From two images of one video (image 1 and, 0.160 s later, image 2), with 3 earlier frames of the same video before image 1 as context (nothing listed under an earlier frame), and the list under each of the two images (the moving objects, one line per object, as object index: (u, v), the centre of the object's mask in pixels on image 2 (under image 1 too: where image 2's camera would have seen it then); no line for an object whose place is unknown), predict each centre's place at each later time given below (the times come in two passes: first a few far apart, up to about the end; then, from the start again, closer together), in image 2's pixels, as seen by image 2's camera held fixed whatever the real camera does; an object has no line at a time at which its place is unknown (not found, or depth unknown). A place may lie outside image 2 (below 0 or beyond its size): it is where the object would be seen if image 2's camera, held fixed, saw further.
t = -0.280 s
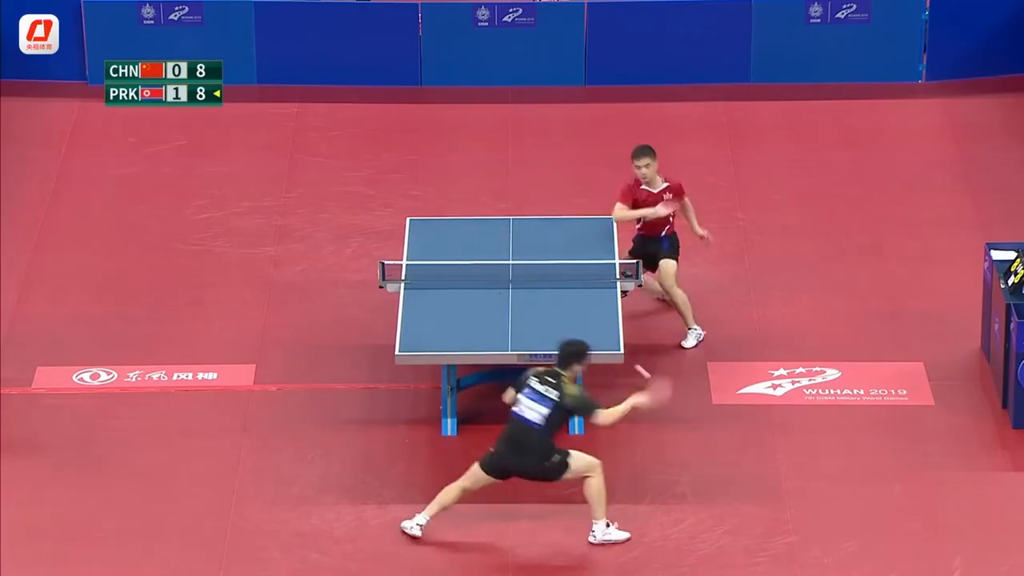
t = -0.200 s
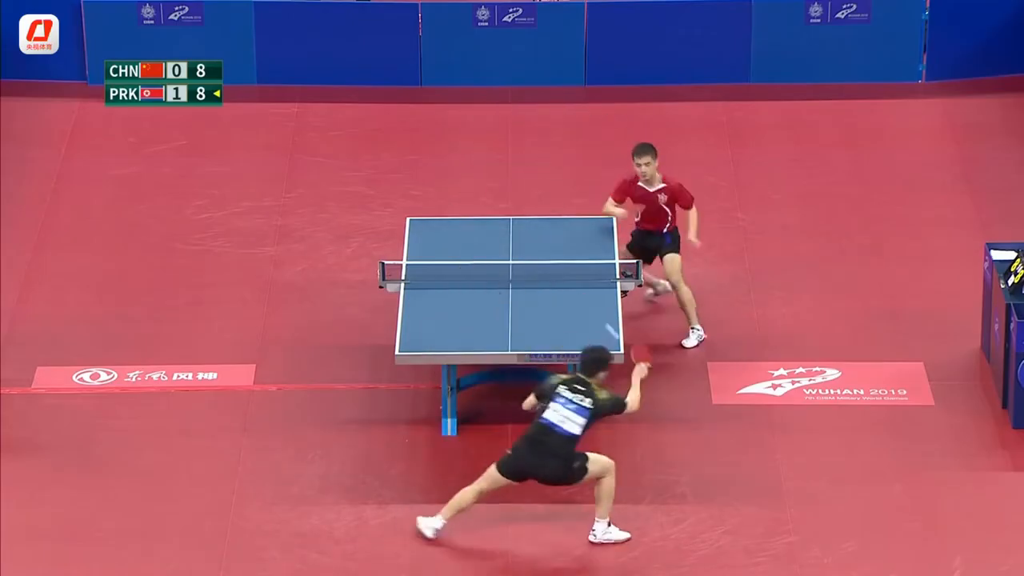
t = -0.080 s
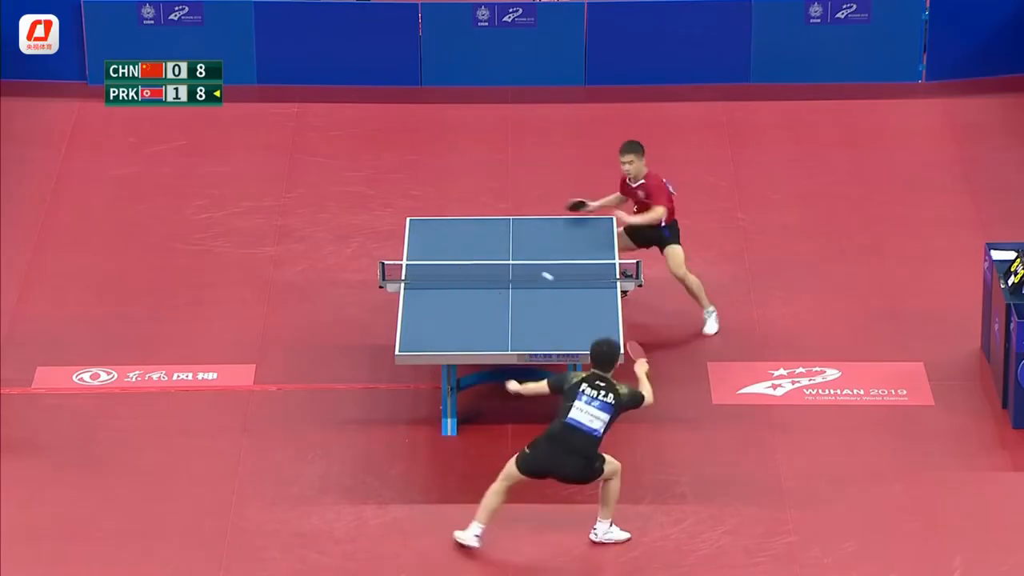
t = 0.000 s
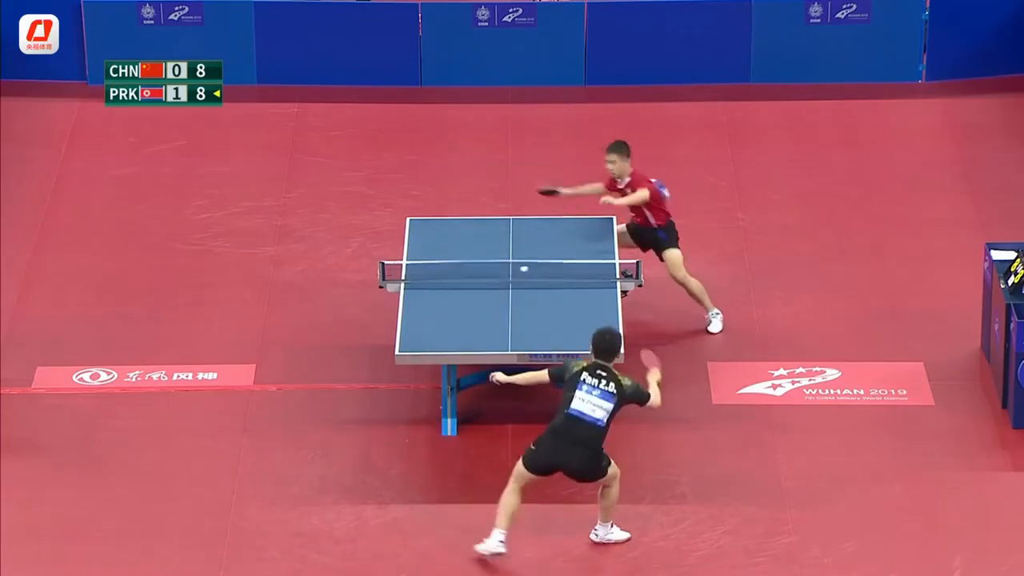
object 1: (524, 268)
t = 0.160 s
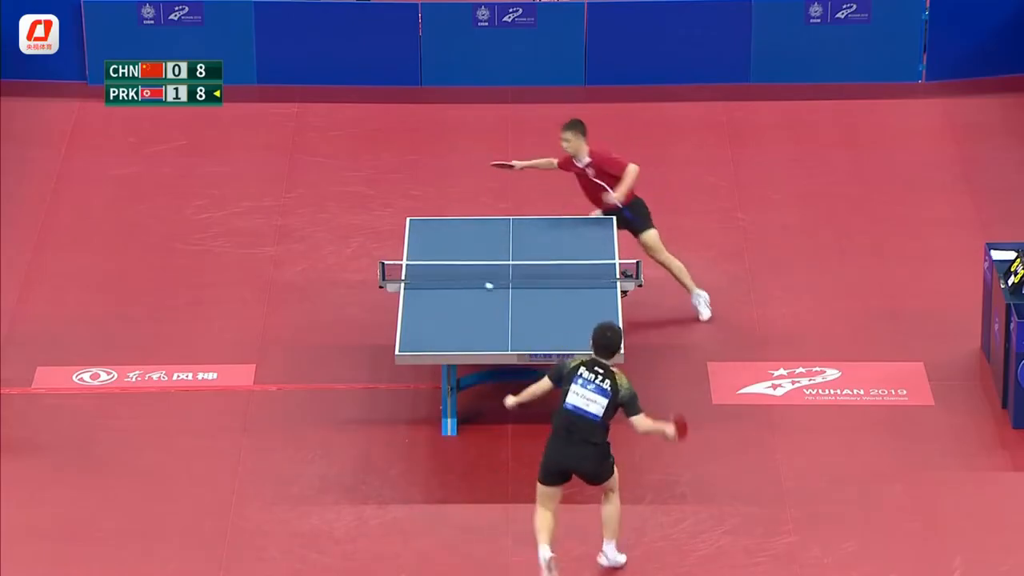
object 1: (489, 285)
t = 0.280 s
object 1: (462, 279)
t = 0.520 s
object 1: (409, 279)
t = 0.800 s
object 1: (352, 332)
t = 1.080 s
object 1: (299, 374)
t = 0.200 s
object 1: (480, 281)
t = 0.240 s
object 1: (471, 279)
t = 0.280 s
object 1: (462, 279)
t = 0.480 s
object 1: (417, 280)
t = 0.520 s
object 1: (409, 279)
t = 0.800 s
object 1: (352, 332)
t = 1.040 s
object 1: (307, 374)
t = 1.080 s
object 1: (299, 374)
